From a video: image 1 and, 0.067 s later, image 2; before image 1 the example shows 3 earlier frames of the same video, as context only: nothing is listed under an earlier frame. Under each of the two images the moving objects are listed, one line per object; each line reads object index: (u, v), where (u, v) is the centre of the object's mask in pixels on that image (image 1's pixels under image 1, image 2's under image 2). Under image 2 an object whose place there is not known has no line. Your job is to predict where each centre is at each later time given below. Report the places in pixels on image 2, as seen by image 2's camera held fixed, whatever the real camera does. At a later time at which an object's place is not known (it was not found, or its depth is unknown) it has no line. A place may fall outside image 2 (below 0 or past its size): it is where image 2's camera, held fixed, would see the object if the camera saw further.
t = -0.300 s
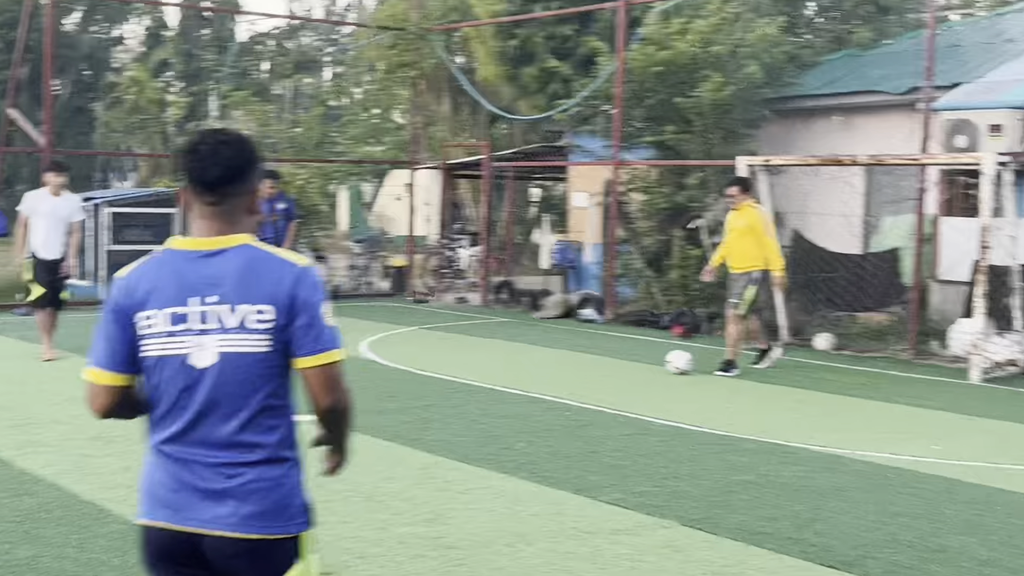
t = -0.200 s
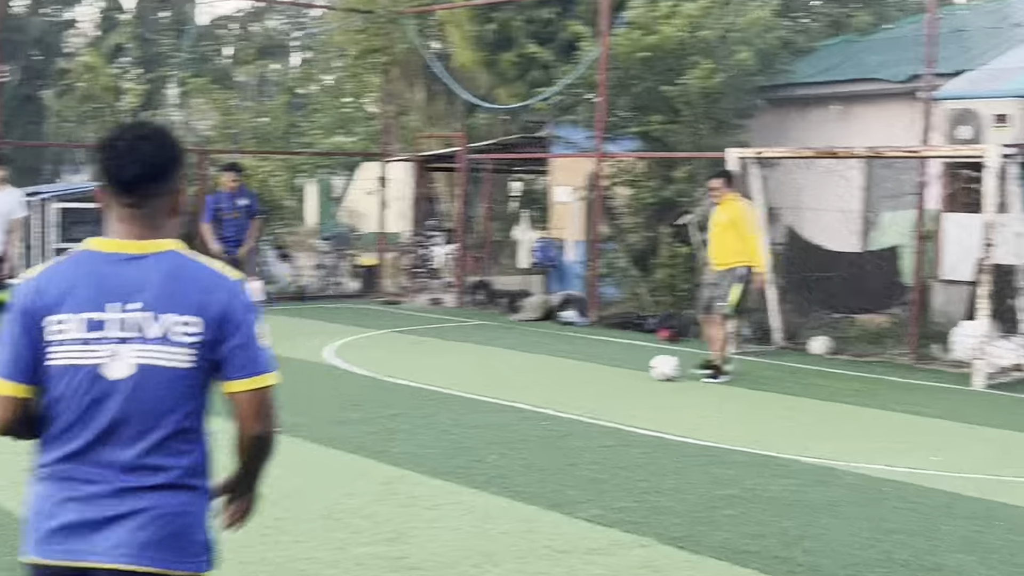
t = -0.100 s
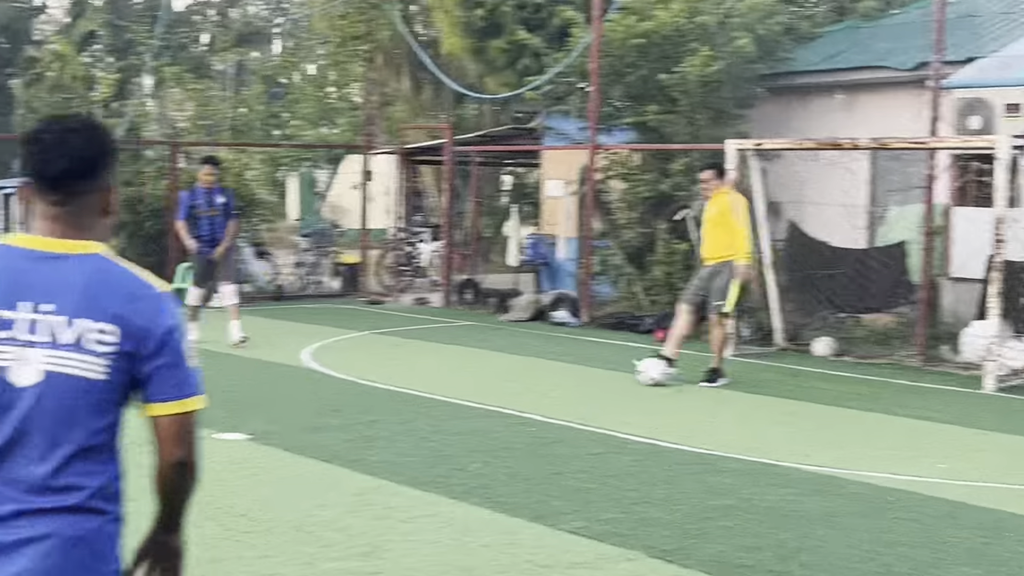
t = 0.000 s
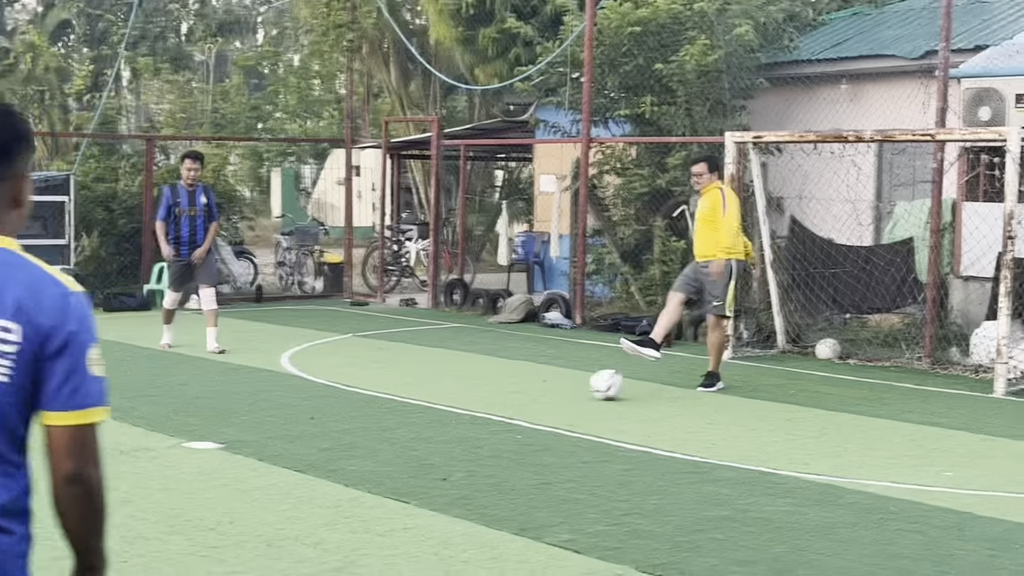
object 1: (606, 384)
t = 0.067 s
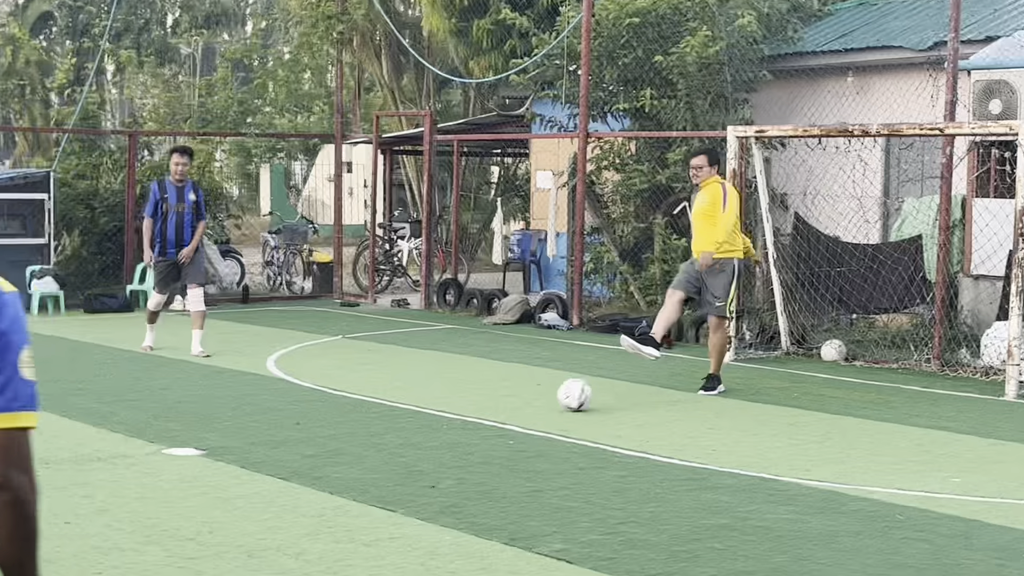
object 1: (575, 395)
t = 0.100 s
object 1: (559, 398)
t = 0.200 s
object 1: (514, 410)
